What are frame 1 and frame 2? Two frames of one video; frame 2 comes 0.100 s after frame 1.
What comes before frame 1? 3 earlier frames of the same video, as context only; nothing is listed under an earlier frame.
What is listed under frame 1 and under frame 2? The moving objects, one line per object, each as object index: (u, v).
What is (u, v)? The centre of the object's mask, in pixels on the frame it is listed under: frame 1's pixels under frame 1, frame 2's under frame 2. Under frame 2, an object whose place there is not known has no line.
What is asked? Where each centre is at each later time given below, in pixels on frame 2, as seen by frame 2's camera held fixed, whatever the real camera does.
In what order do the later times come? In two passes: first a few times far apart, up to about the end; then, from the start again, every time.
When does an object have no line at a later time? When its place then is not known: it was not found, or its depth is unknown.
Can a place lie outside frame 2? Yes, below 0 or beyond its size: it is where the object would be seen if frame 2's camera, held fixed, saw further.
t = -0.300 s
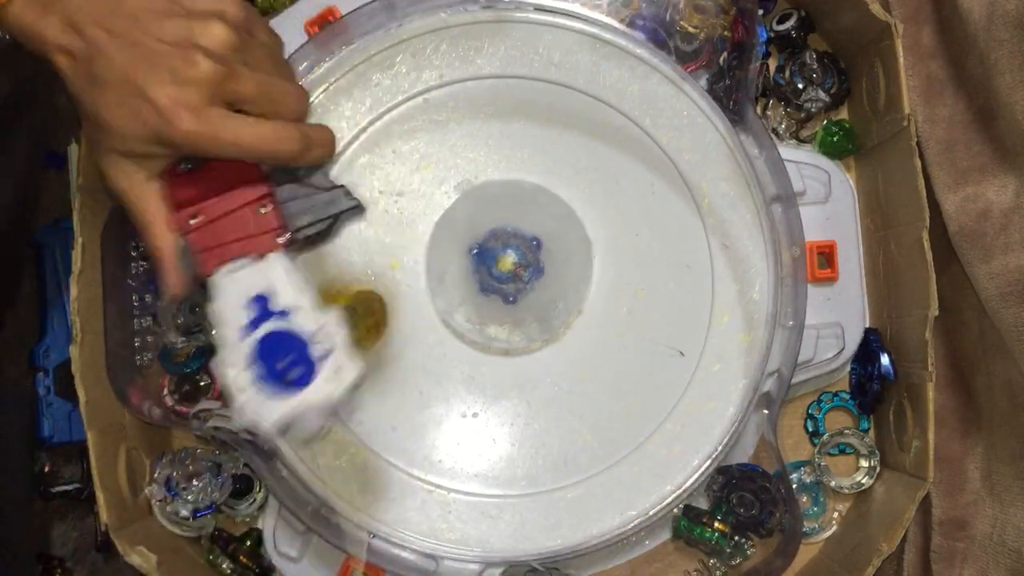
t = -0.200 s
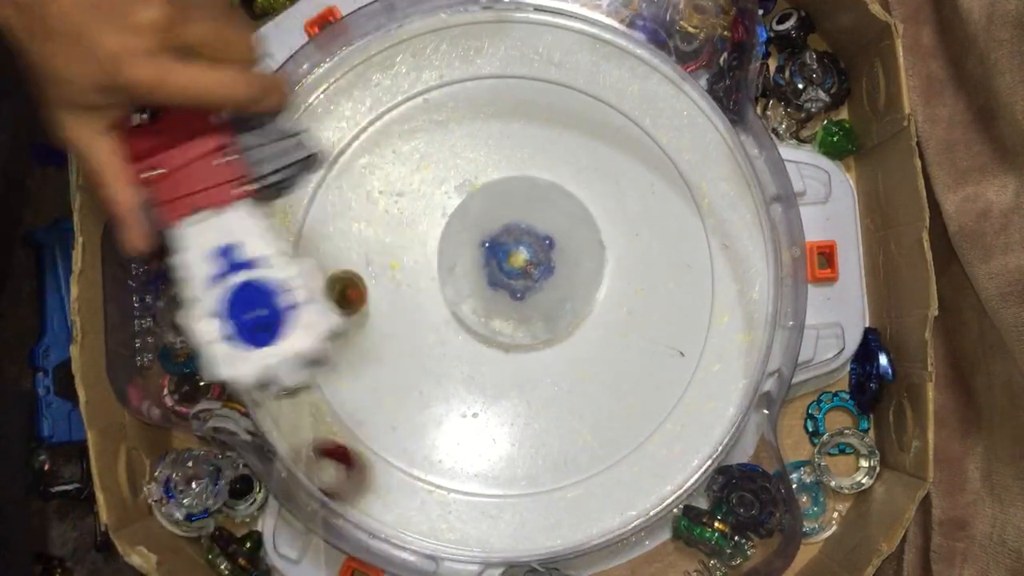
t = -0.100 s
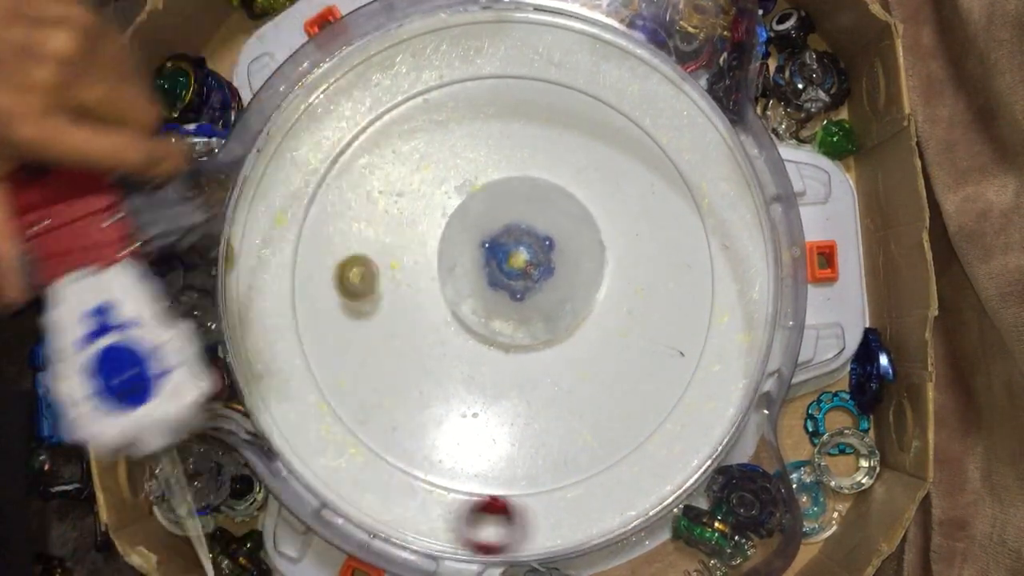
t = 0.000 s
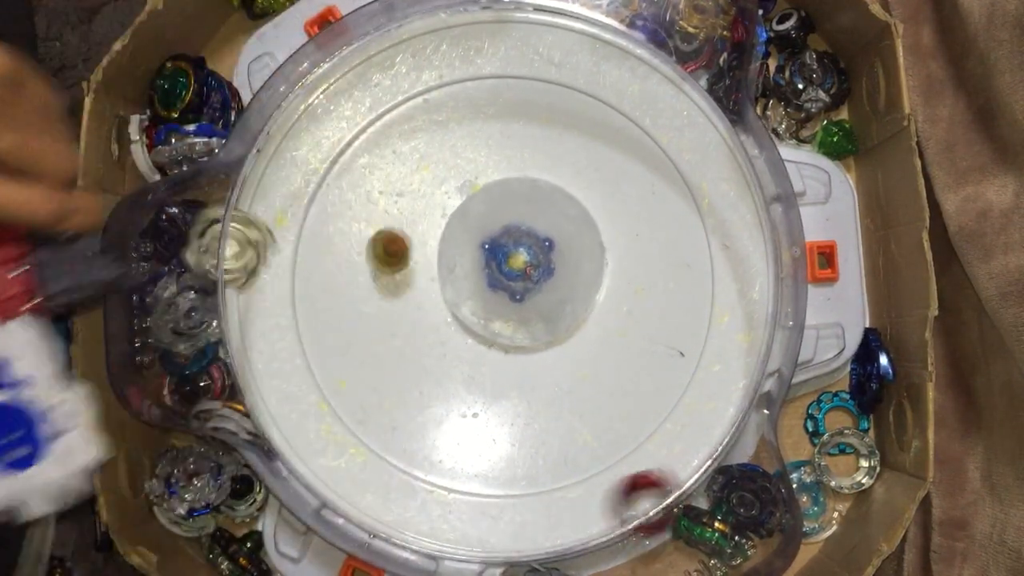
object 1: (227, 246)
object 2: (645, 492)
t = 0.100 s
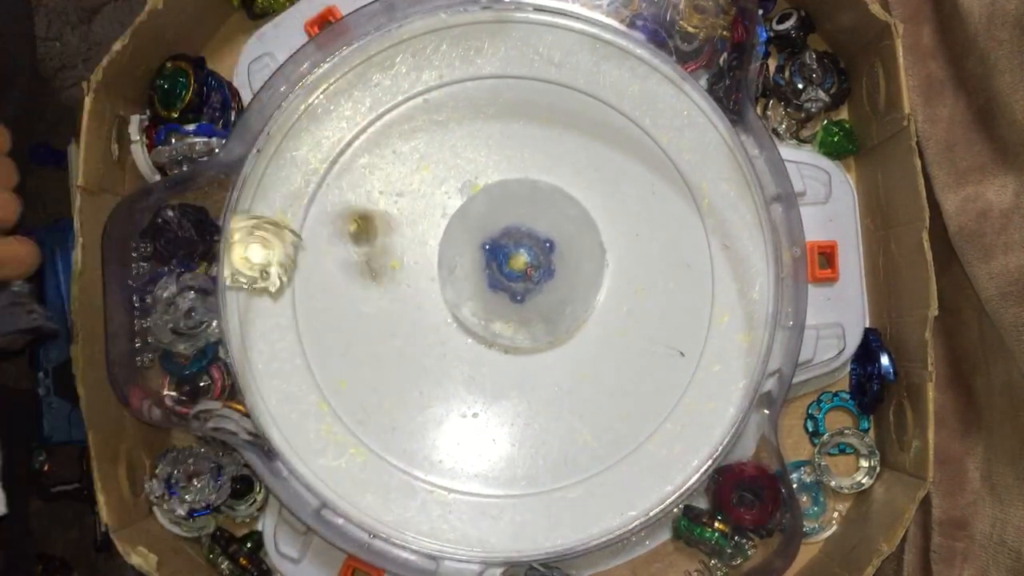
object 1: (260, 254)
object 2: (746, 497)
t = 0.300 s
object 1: (371, 270)
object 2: (671, 555)
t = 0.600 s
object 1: (391, 283)
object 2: (714, 471)
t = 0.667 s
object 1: (392, 283)
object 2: (684, 438)
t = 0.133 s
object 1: (274, 250)
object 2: (748, 495)
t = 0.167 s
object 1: (287, 257)
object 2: (744, 494)
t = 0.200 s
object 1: (306, 259)
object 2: (732, 502)
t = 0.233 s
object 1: (328, 262)
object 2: (714, 519)
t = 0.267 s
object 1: (349, 266)
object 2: (693, 539)
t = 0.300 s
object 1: (371, 270)
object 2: (671, 555)
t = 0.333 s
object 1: (393, 272)
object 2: (663, 559)
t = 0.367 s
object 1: (396, 277)
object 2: (707, 530)
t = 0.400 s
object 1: (390, 281)
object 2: (741, 513)
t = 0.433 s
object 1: (389, 283)
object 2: (754, 503)
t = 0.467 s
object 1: (390, 283)
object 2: (742, 494)
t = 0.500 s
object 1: (391, 283)
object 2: (735, 488)
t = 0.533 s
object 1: (391, 282)
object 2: (729, 485)
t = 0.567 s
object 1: (391, 282)
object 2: (721, 489)
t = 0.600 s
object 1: (391, 283)
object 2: (714, 471)
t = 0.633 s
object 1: (392, 283)
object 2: (700, 442)
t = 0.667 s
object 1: (392, 283)
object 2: (684, 438)
